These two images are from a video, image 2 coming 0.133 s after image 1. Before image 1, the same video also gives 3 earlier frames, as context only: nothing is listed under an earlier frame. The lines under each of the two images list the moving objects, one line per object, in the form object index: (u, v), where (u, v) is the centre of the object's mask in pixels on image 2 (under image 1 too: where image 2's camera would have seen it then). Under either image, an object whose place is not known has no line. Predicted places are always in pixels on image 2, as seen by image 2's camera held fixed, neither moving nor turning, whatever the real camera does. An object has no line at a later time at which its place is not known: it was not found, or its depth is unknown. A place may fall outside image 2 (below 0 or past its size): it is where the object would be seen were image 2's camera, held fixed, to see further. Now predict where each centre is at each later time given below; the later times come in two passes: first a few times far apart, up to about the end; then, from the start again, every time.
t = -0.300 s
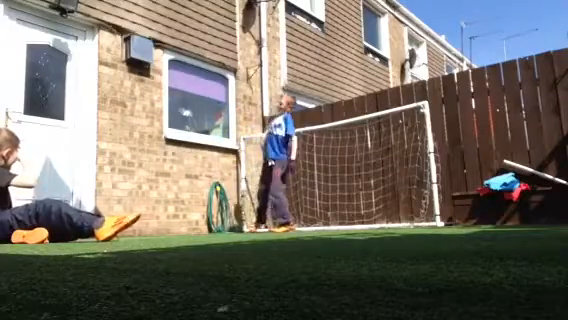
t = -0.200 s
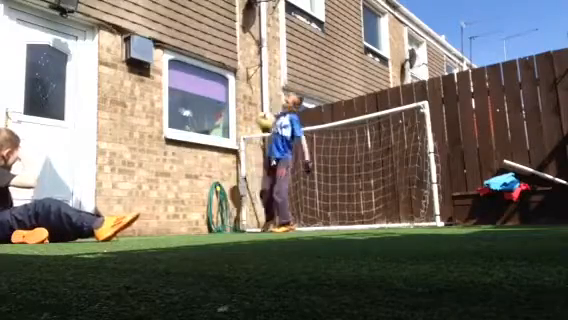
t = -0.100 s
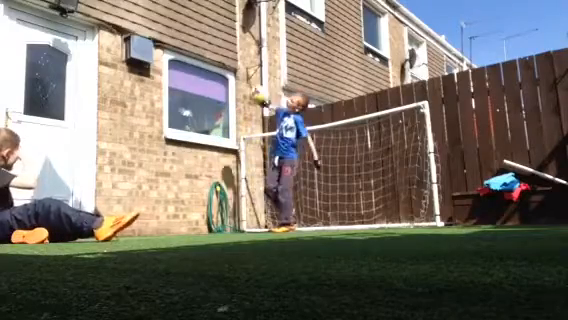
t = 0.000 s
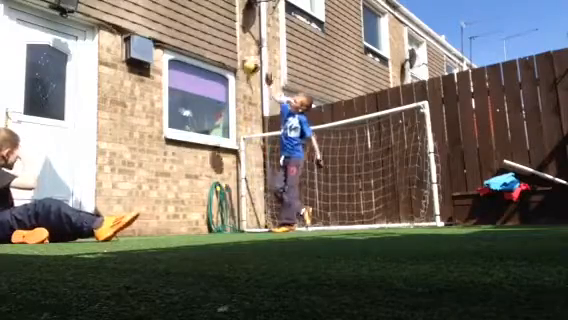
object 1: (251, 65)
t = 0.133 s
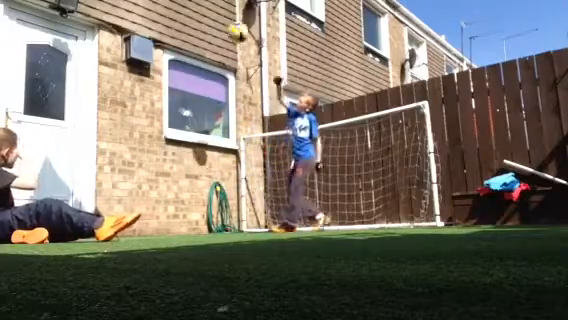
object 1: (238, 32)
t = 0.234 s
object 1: (228, 15)
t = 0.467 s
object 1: (197, 10)
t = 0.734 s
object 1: (146, 95)
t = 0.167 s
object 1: (234, 25)
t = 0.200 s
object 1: (231, 19)
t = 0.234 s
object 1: (228, 15)
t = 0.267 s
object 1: (225, 10)
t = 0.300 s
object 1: (220, 9)
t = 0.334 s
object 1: (216, 7)
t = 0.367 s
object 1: (211, 7)
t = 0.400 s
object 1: (208, 6)
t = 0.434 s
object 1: (203, 8)
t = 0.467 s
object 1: (197, 10)
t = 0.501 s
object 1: (192, 12)
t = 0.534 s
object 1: (187, 18)
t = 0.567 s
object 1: (181, 25)
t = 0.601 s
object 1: (175, 35)
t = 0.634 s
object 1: (167, 46)
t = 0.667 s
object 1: (161, 60)
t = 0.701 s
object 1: (154, 76)
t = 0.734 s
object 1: (146, 95)
